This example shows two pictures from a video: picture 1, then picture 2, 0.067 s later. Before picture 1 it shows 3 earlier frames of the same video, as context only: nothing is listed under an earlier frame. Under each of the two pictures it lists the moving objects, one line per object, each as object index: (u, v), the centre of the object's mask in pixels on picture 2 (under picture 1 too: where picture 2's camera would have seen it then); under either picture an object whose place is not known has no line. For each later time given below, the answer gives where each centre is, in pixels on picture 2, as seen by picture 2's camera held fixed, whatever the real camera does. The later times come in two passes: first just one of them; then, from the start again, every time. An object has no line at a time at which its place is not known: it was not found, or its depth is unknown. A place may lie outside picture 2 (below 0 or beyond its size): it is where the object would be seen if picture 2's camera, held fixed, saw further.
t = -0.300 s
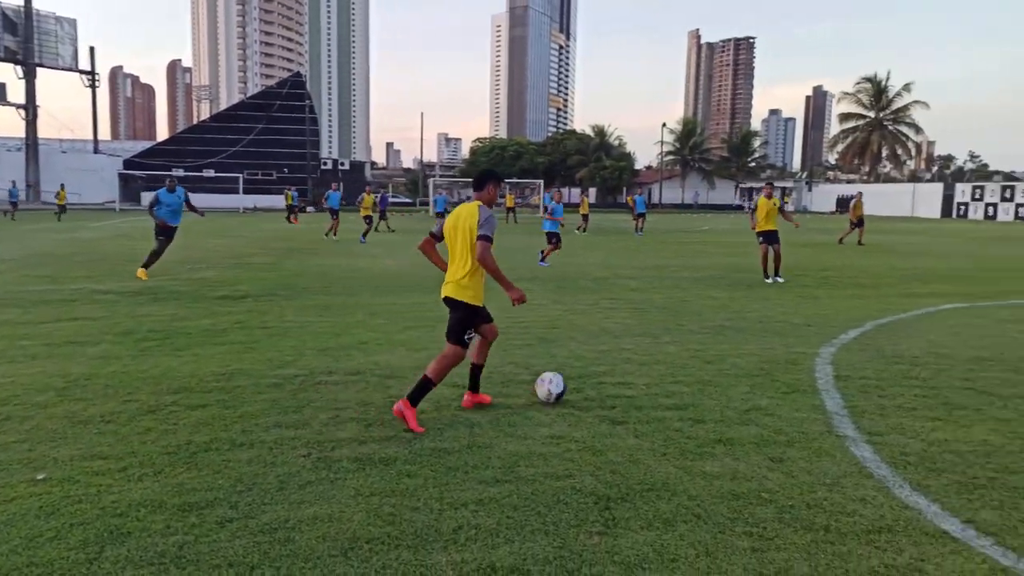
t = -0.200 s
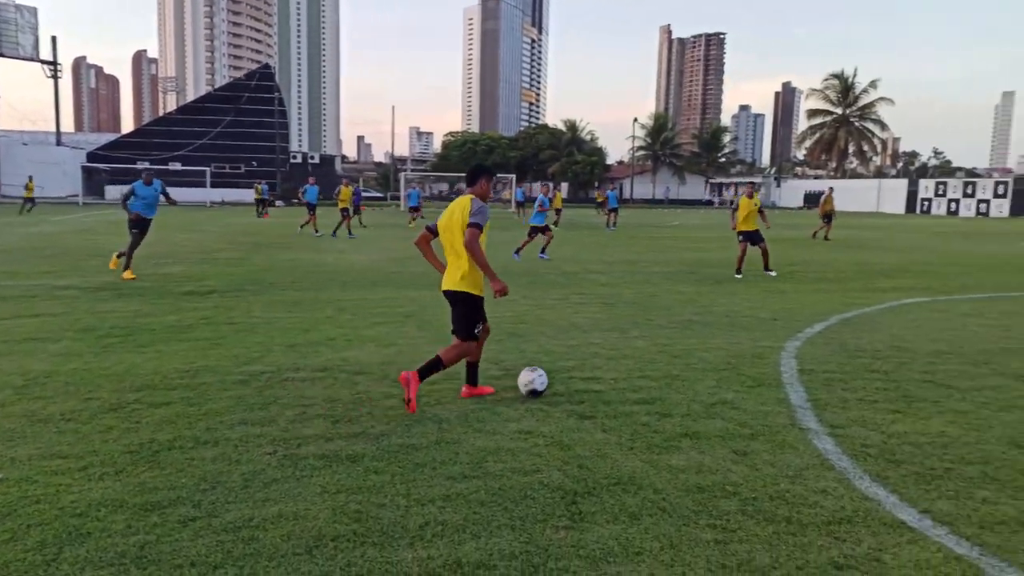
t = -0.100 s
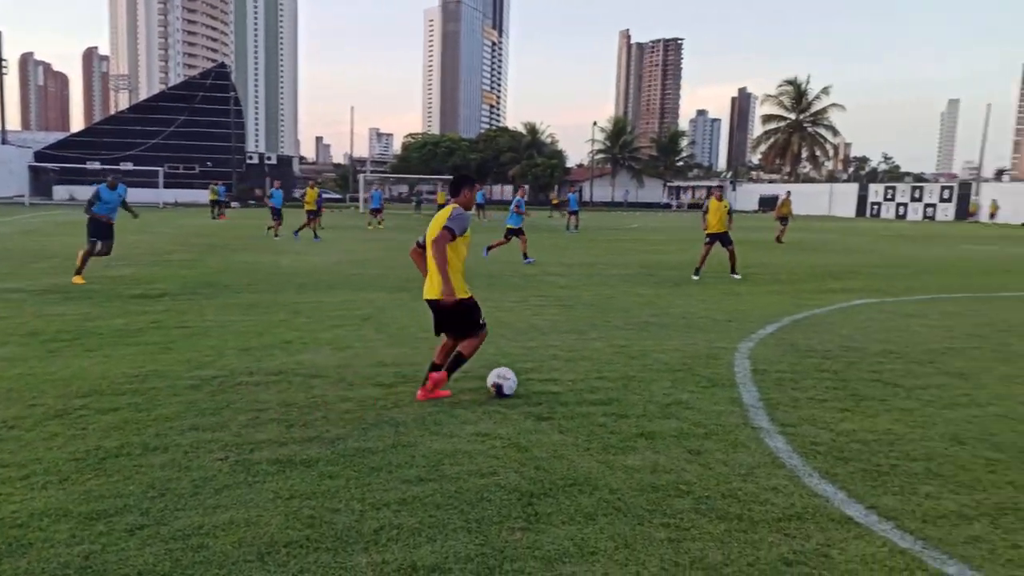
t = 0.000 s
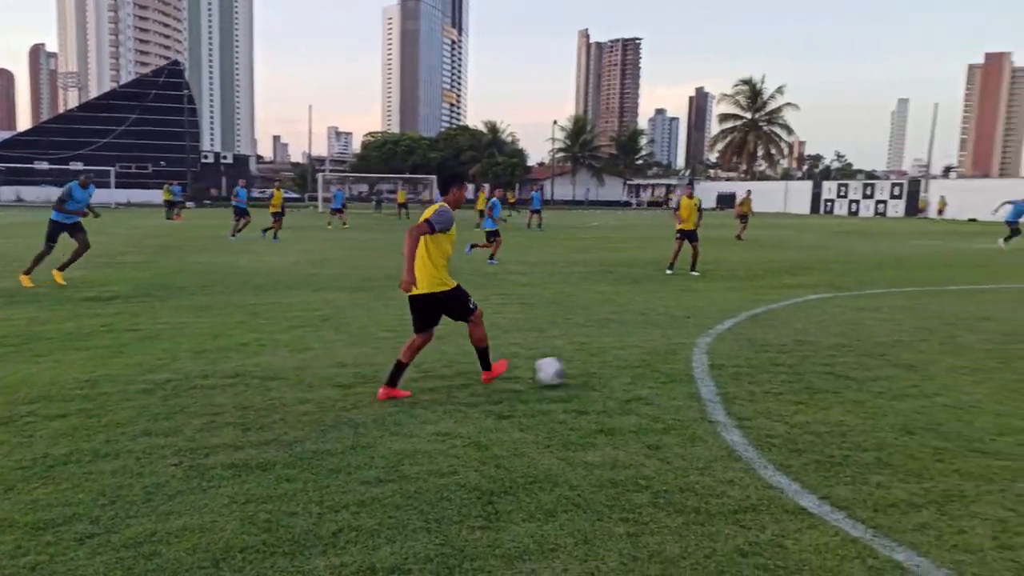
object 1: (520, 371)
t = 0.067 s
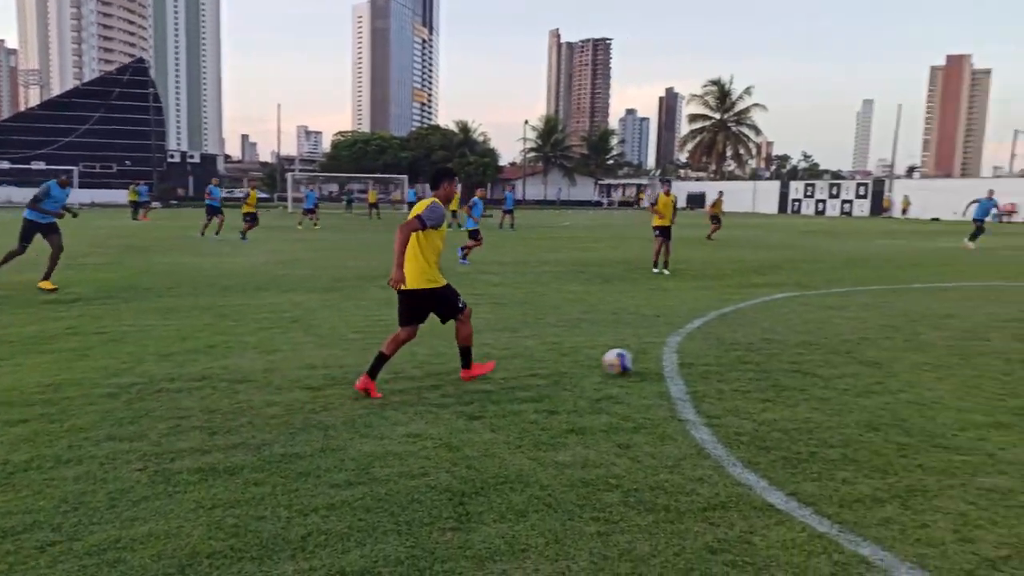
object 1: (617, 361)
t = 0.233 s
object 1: (803, 343)
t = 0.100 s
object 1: (663, 358)
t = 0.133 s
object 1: (702, 355)
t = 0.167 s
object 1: (739, 352)
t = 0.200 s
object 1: (771, 346)
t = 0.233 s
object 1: (803, 343)
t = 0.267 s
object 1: (833, 340)
